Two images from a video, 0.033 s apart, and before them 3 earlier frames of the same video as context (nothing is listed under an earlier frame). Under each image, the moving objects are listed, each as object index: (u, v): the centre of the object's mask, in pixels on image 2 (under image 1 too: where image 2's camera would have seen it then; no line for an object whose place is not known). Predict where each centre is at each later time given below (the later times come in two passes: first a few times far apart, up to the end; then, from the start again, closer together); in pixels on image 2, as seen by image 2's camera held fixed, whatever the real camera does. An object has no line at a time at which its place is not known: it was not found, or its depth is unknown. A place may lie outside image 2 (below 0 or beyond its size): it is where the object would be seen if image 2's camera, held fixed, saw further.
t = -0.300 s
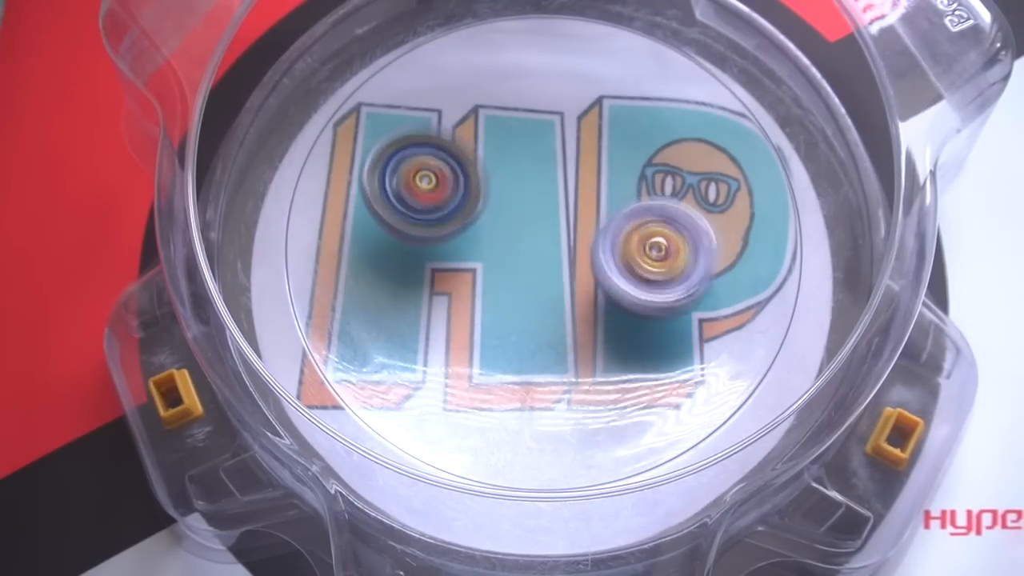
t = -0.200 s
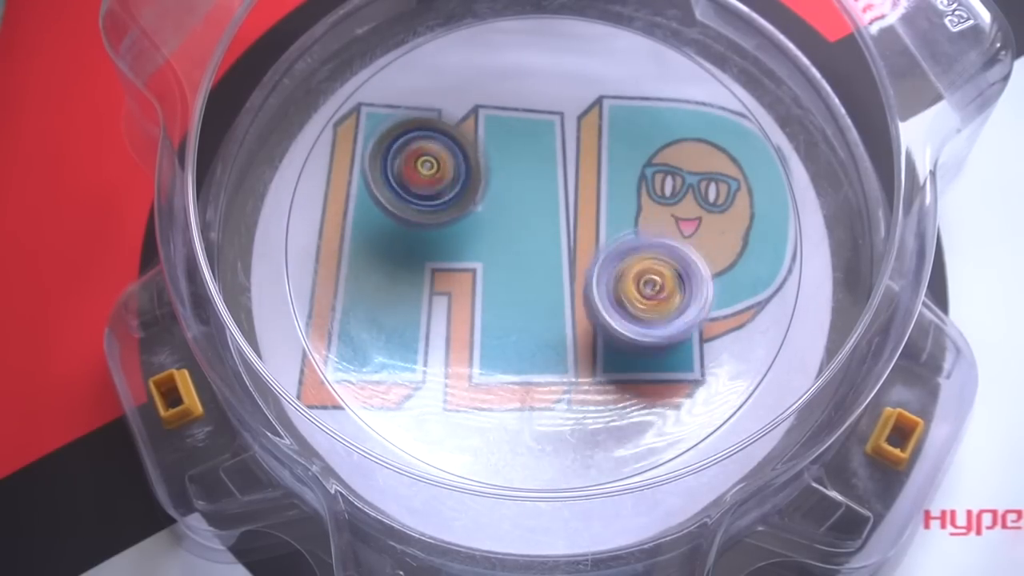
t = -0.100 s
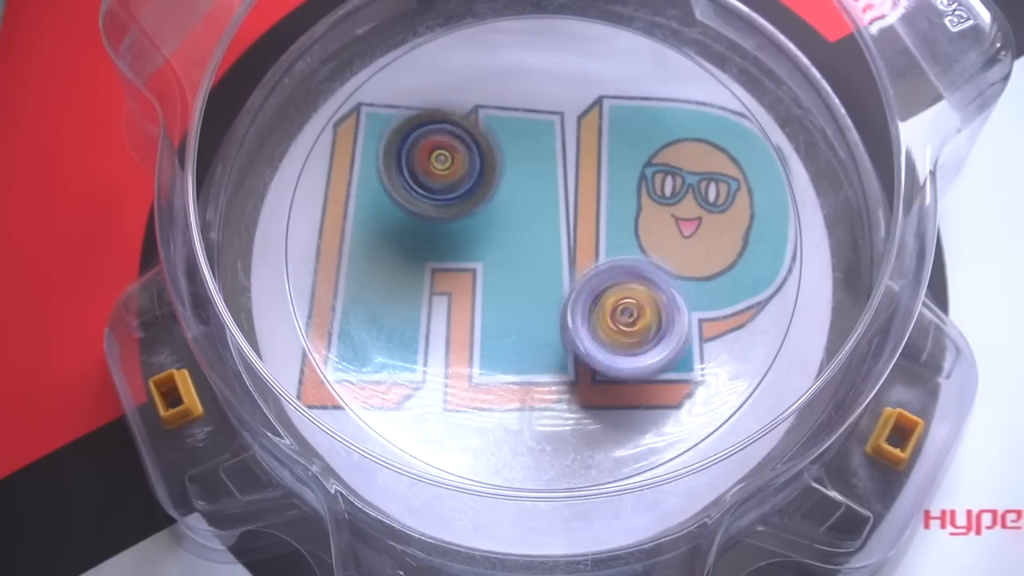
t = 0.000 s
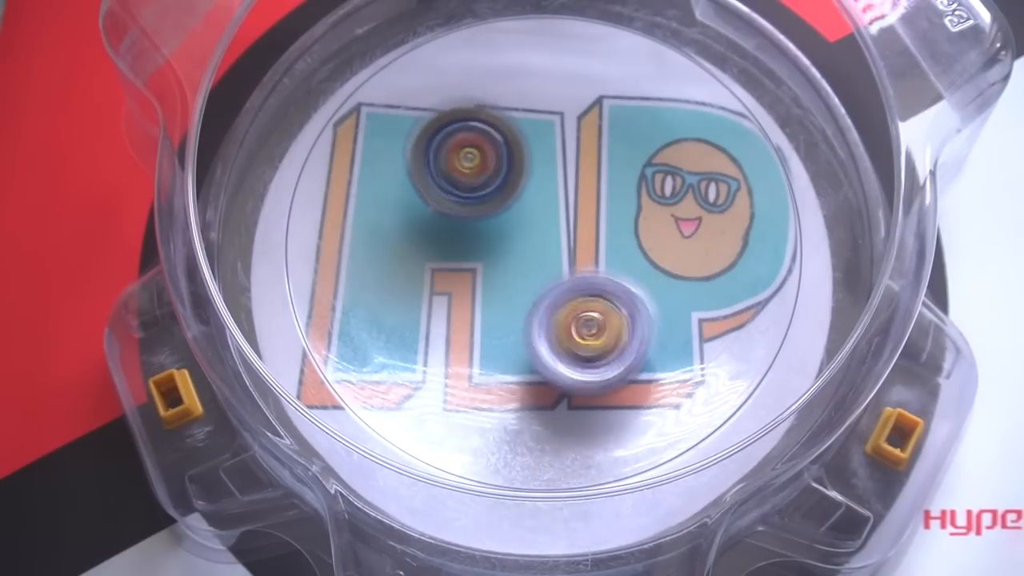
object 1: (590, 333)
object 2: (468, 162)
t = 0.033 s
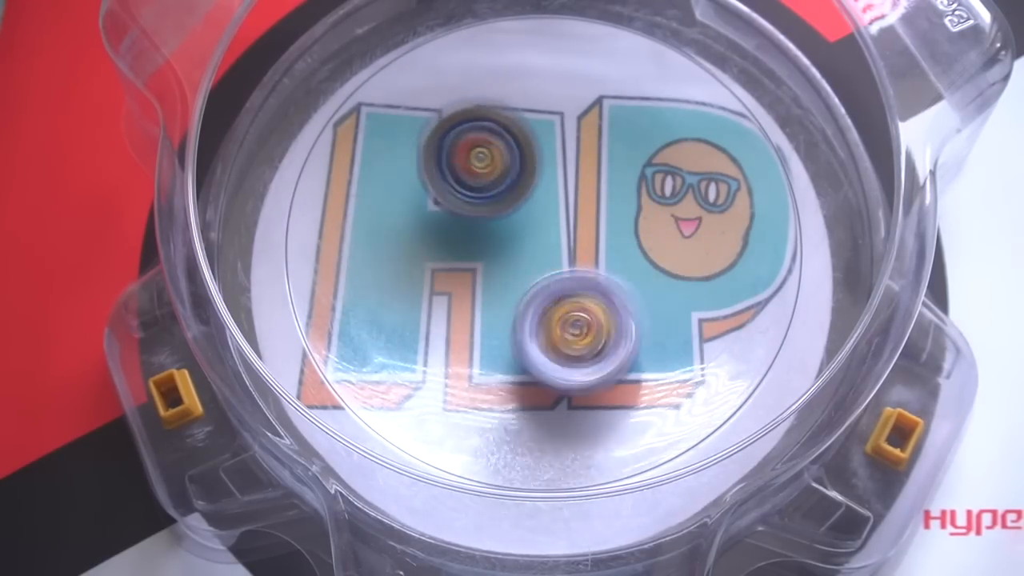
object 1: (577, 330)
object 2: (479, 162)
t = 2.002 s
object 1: (589, 205)
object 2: (442, 209)
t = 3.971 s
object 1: (441, 191)
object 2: (595, 289)
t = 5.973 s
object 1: (486, 143)
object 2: (532, 275)
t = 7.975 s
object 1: (562, 182)
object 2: (478, 241)
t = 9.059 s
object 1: (585, 206)
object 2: (480, 243)
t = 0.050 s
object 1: (570, 333)
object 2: (484, 162)
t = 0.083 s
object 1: (557, 329)
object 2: (496, 161)
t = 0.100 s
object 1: (550, 327)
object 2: (500, 161)
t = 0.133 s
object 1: (538, 323)
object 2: (511, 162)
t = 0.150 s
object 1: (530, 317)
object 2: (518, 162)
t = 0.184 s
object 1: (519, 312)
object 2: (529, 162)
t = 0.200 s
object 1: (515, 307)
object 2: (534, 163)
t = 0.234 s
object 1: (503, 300)
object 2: (545, 165)
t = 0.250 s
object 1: (500, 295)
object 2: (551, 166)
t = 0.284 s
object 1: (491, 286)
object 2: (562, 169)
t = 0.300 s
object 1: (489, 284)
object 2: (567, 171)
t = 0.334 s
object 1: (481, 273)
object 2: (578, 174)
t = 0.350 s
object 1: (476, 269)
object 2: (584, 176)
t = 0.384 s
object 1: (469, 258)
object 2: (592, 180)
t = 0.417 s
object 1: (465, 248)
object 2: (601, 184)
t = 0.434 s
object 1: (460, 242)
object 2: (605, 186)
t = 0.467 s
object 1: (457, 233)
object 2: (614, 191)
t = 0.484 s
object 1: (454, 224)
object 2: (619, 193)
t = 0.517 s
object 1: (451, 215)
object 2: (626, 198)
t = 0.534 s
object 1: (451, 208)
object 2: (630, 201)
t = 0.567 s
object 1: (450, 197)
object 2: (636, 207)
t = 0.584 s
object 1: (453, 194)
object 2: (640, 210)
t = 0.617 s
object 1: (452, 182)
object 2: (644, 216)
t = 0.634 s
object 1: (453, 179)
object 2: (646, 219)
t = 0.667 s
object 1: (458, 169)
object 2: (649, 226)
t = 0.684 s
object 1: (459, 163)
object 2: (650, 230)
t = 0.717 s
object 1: (464, 157)
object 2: (651, 237)
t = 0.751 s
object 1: (475, 150)
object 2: (650, 243)
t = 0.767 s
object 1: (478, 145)
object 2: (649, 247)
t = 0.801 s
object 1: (487, 142)
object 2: (646, 254)
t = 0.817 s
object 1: (494, 140)
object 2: (643, 258)
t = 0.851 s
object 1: (504, 139)
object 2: (639, 264)
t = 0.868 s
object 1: (511, 140)
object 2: (637, 266)
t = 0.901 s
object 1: (522, 142)
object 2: (630, 273)
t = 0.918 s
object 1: (527, 144)
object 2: (625, 276)
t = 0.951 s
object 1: (539, 148)
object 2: (617, 281)
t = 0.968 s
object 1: (542, 149)
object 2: (612, 283)
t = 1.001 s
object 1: (553, 157)
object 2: (604, 288)
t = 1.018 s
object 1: (558, 159)
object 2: (600, 288)
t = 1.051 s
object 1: (567, 165)
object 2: (592, 292)
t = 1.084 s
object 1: (575, 175)
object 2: (583, 294)
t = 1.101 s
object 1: (579, 176)
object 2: (577, 299)
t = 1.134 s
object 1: (586, 167)
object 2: (565, 313)
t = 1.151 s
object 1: (592, 166)
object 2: (559, 318)
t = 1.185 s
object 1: (595, 162)
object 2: (550, 324)
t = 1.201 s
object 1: (597, 161)
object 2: (546, 326)
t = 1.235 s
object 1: (606, 160)
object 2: (538, 330)
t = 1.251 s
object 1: (608, 157)
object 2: (533, 332)
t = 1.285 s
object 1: (615, 158)
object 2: (525, 334)
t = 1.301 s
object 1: (619, 159)
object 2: (521, 336)
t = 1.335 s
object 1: (624, 162)
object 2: (512, 336)
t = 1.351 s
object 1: (627, 167)
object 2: (507, 336)
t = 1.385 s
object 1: (629, 171)
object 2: (501, 334)
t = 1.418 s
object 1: (629, 178)
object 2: (492, 331)
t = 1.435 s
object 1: (628, 184)
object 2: (489, 329)
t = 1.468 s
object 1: (624, 193)
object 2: (482, 323)
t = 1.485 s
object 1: (619, 196)
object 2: (479, 320)
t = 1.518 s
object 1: (610, 206)
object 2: (471, 311)
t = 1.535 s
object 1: (606, 209)
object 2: (470, 307)
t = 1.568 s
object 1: (597, 216)
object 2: (465, 299)
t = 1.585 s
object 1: (593, 221)
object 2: (464, 295)
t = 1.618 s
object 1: (583, 225)
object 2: (460, 286)
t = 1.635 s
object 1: (577, 228)
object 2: (459, 281)
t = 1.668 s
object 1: (583, 221)
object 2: (443, 280)
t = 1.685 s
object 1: (587, 218)
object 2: (437, 278)
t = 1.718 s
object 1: (590, 215)
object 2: (431, 272)
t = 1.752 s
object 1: (593, 213)
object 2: (427, 266)
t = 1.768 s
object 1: (594, 215)
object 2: (425, 262)
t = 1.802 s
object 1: (596, 212)
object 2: (423, 255)
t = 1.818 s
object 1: (596, 209)
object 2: (422, 251)
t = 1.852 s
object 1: (596, 205)
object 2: (423, 243)
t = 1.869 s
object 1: (598, 207)
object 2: (424, 239)
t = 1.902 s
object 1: (596, 205)
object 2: (426, 232)
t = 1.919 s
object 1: (593, 203)
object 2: (428, 228)
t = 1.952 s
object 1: (592, 205)
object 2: (432, 220)
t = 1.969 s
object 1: (593, 205)
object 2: (436, 216)
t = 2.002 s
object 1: (589, 205)
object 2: (442, 209)
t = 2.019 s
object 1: (585, 207)
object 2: (446, 206)
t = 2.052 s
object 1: (582, 206)
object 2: (450, 200)
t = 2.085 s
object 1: (589, 206)
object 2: (442, 192)
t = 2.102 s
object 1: (592, 205)
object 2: (440, 189)
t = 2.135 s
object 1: (593, 205)
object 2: (439, 182)
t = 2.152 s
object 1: (591, 206)
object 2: (439, 179)
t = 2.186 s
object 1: (591, 208)
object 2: (439, 173)
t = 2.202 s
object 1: (591, 209)
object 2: (440, 171)
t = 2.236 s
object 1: (590, 211)
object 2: (444, 167)
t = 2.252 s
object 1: (586, 212)
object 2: (445, 165)
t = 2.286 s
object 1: (582, 215)
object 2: (452, 162)
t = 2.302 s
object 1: (582, 216)
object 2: (455, 160)
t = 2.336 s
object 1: (579, 218)
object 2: (461, 157)
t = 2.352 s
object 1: (575, 220)
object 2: (463, 155)
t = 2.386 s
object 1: (577, 228)
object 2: (468, 149)
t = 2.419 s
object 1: (576, 236)
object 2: (471, 145)
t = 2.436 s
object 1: (579, 241)
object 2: (475, 143)
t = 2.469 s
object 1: (578, 247)
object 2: (481, 141)
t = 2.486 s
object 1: (574, 250)
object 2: (485, 141)
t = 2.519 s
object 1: (572, 257)
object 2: (493, 139)
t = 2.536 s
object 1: (573, 261)
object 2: (496, 139)
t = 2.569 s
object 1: (566, 268)
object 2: (503, 140)
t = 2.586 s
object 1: (561, 269)
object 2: (507, 142)
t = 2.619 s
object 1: (554, 273)
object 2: (515, 143)
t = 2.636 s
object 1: (553, 276)
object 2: (518, 145)
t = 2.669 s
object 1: (547, 277)
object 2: (528, 148)
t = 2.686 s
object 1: (540, 277)
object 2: (531, 150)
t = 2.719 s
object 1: (534, 279)
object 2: (539, 152)
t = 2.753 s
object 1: (526, 282)
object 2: (548, 154)
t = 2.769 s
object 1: (525, 285)
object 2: (552, 154)
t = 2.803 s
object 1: (519, 284)
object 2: (560, 157)
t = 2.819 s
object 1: (512, 283)
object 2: (564, 158)
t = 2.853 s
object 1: (506, 282)
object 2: (570, 161)
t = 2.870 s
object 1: (506, 281)
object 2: (574, 163)
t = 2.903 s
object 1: (499, 279)
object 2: (581, 169)
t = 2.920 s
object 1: (495, 275)
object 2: (584, 171)
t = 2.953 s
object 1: (491, 269)
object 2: (589, 178)
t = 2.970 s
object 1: (492, 268)
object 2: (592, 181)
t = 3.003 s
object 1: (488, 262)
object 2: (596, 187)
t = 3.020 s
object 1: (479, 260)
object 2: (605, 187)
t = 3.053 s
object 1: (467, 258)
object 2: (617, 190)
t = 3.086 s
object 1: (459, 254)
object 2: (624, 196)
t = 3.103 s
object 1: (455, 254)
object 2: (627, 196)
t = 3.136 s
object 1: (450, 250)
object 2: (633, 199)
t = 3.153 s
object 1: (448, 245)
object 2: (635, 203)
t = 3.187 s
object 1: (445, 241)
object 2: (640, 208)
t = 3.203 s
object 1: (443, 238)
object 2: (642, 211)
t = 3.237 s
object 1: (442, 232)
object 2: (643, 218)
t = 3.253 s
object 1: (446, 231)
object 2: (644, 220)
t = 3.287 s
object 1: (450, 225)
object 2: (643, 228)
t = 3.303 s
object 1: (450, 221)
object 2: (642, 232)
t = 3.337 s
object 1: (457, 216)
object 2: (639, 239)
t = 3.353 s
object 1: (463, 214)
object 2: (637, 242)
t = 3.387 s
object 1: (470, 211)
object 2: (633, 248)
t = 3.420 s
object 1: (480, 207)
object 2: (627, 253)
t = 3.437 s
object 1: (486, 205)
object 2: (624, 255)
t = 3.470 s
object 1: (494, 204)
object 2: (616, 259)
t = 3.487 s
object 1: (496, 203)
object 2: (612, 263)
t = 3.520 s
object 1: (477, 194)
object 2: (631, 275)
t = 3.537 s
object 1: (472, 187)
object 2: (641, 281)
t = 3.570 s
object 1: (452, 176)
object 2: (651, 289)
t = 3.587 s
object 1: (447, 171)
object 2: (653, 293)
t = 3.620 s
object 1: (436, 165)
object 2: (655, 296)
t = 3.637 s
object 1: (432, 163)
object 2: (656, 297)
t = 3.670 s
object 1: (430, 163)
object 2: (656, 303)
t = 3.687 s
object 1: (426, 163)
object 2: (656, 303)
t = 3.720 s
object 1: (426, 160)
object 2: (653, 304)
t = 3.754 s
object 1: (426, 161)
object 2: (647, 308)
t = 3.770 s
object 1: (424, 159)
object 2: (644, 308)
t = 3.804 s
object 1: (424, 165)
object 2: (636, 307)
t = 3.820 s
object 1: (420, 165)
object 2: (632, 305)
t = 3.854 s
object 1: (423, 170)
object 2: (624, 304)
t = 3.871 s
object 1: (422, 173)
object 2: (620, 301)
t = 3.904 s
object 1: (427, 179)
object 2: (611, 298)
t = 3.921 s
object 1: (430, 185)
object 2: (607, 297)
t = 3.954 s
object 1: (436, 187)
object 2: (599, 291)
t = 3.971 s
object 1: (441, 191)
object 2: (595, 289)
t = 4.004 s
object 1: (447, 193)
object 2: (586, 284)
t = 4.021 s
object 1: (451, 194)
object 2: (584, 280)
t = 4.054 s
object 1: (457, 196)
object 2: (575, 275)
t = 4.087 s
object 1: (460, 196)
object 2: (568, 267)
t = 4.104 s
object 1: (464, 194)
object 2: (568, 266)
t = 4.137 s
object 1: (463, 189)
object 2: (568, 266)
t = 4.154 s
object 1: (465, 185)
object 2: (568, 266)
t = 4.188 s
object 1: (466, 180)
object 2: (570, 262)
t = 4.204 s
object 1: (469, 177)
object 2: (571, 259)
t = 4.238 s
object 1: (472, 174)
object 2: (573, 255)
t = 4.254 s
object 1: (474, 170)
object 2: (572, 252)
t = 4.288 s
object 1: (478, 166)
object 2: (573, 248)
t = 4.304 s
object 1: (478, 163)
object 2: (573, 245)
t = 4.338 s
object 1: (483, 157)
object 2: (572, 239)
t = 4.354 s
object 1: (480, 153)
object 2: (573, 239)
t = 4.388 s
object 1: (479, 145)
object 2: (574, 240)
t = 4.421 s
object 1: (477, 143)
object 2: (577, 239)
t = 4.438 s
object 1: (477, 139)
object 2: (578, 240)
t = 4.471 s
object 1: (478, 138)
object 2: (576, 239)
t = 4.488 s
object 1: (477, 135)
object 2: (577, 238)
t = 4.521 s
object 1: (476, 133)
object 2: (578, 239)
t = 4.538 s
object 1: (475, 130)
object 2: (577, 238)
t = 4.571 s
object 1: (472, 131)
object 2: (578, 237)
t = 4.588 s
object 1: (471, 131)
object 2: (578, 238)
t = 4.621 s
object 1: (466, 132)
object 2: (576, 236)
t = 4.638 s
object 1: (466, 134)
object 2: (577, 236)
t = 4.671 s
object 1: (463, 137)
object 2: (575, 237)
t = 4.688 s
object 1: (464, 141)
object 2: (574, 235)
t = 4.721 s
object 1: (468, 144)
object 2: (574, 235)
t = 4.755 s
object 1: (470, 153)
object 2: (570, 234)
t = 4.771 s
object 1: (471, 155)
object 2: (571, 235)
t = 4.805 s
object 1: (463, 158)
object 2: (575, 238)
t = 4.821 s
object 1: (464, 157)
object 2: (573, 238)
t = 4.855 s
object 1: (461, 161)
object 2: (575, 237)
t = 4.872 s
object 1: (462, 163)
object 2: (576, 238)
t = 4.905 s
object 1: (460, 169)
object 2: (573, 239)
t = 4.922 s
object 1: (460, 169)
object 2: (573, 239)
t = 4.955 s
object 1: (455, 176)
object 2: (575, 241)
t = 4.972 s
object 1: (455, 177)
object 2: (572, 241)
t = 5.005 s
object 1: (456, 181)
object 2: (574, 241)
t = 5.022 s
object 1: (451, 178)
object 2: (580, 244)
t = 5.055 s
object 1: (439, 178)
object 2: (586, 250)
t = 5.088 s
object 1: (431, 177)
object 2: (590, 254)
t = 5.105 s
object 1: (432, 179)
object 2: (591, 256)
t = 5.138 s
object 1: (427, 181)
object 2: (592, 258)
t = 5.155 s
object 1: (430, 185)
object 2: (593, 258)
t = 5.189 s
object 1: (431, 186)
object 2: (594, 261)
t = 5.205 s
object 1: (435, 190)
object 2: (592, 261)
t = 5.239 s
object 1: (438, 189)
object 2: (591, 261)
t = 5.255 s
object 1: (440, 191)
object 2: (592, 261)
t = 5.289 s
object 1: (445, 191)
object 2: (588, 261)
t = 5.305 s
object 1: (447, 192)
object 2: (587, 261)
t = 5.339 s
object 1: (456, 193)
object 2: (584, 262)
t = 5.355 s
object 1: (458, 194)
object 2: (583, 261)
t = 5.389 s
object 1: (470, 196)
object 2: (576, 259)
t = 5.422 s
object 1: (477, 191)
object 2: (574, 264)
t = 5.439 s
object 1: (483, 185)
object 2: (574, 267)
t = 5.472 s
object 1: (488, 179)
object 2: (570, 271)
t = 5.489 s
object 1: (492, 175)
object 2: (569, 271)
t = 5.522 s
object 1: (494, 172)
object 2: (568, 275)
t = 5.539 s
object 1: (497, 170)
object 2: (567, 277)
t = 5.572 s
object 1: (498, 166)
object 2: (565, 280)
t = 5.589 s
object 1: (502, 165)
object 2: (563, 280)
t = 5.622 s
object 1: (501, 160)
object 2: (560, 282)
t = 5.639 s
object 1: (504, 159)
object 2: (556, 283)
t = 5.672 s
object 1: (504, 156)
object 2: (552, 283)
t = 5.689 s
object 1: (504, 157)
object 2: (551, 284)
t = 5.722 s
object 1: (504, 153)
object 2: (547, 282)
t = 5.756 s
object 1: (505, 150)
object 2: (541, 280)
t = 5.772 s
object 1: (504, 149)
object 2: (541, 278)
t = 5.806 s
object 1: (500, 145)
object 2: (538, 275)
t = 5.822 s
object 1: (498, 146)
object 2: (536, 273)
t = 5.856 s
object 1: (495, 146)
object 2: (534, 269)
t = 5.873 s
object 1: (492, 149)
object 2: (534, 268)
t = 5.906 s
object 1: (492, 146)
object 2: (534, 274)
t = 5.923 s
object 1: (489, 144)
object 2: (531, 274)
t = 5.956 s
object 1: (488, 144)
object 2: (531, 274)
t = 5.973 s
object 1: (486, 143)
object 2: (532, 275)
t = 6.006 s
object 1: (487, 148)
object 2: (534, 275)
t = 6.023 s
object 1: (488, 150)
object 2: (536, 275)
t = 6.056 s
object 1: (493, 152)
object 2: (541, 276)
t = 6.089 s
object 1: (499, 155)
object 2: (539, 275)
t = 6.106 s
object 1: (502, 156)
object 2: (538, 274)
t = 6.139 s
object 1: (504, 155)
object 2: (543, 272)
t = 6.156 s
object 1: (507, 155)
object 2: (544, 275)
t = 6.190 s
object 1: (510, 156)
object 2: (543, 277)
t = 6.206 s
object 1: (508, 158)
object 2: (541, 273)
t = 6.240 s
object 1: (513, 159)
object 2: (543, 272)
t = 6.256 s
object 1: (514, 161)
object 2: (545, 272)
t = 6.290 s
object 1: (517, 160)
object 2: (547, 271)
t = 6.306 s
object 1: (520, 161)
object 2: (548, 271)
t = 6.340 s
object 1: (521, 160)
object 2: (551, 271)
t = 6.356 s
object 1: (524, 160)
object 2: (550, 273)
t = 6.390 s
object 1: (523, 161)
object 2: (548, 273)
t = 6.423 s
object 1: (523, 156)
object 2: (548, 275)
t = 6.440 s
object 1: (523, 150)
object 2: (548, 282)
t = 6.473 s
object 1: (525, 141)
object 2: (544, 288)
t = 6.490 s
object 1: (526, 135)
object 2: (542, 291)
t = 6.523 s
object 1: (525, 130)
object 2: (542, 290)
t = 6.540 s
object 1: (526, 127)
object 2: (543, 290)
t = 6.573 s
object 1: (524, 123)
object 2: (546, 292)
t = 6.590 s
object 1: (525, 125)
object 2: (545, 294)
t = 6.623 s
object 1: (525, 122)
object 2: (541, 300)
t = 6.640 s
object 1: (524, 123)
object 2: (538, 299)
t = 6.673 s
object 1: (524, 130)
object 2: (529, 296)
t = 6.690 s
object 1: (524, 130)
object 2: (526, 296)
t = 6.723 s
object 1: (523, 132)
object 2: (526, 291)
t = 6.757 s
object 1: (521, 140)
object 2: (528, 289)
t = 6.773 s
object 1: (523, 140)
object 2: (529, 287)
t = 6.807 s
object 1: (520, 149)
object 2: (530, 287)
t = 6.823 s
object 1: (517, 157)
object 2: (529, 285)
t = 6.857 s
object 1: (520, 164)
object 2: (527, 280)
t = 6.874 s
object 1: (516, 164)
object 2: (525, 288)
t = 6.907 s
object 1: (515, 165)
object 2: (522, 298)
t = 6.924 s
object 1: (514, 163)
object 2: (519, 298)
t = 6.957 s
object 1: (515, 163)
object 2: (516, 299)
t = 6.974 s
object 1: (516, 163)
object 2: (517, 299)
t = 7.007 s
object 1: (523, 168)
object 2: (522, 294)
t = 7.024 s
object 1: (525, 170)
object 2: (526, 294)
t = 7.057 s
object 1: (525, 172)
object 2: (531, 295)
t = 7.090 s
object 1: (531, 176)
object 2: (534, 299)
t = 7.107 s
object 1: (534, 177)
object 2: (534, 301)
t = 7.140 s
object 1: (537, 177)
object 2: (533, 303)
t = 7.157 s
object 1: (537, 179)
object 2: (532, 301)
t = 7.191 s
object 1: (542, 179)
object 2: (530, 297)
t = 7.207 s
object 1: (545, 179)
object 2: (532, 293)
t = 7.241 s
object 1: (544, 176)
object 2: (536, 290)
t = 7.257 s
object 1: (545, 174)
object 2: (537, 288)
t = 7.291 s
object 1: (549, 171)
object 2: (542, 286)
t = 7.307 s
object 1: (550, 171)
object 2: (544, 285)
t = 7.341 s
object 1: (549, 169)
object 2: (549, 286)
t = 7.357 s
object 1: (548, 167)
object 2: (550, 287)
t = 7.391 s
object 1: (549, 165)
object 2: (548, 291)
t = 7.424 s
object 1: (548, 168)
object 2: (544, 291)
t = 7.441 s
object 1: (548, 171)
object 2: (545, 287)
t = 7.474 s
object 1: (549, 165)
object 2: (542, 291)
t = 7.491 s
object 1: (549, 154)
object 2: (544, 296)
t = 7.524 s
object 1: (549, 143)
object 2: (538, 301)
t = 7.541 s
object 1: (548, 137)
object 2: (534, 301)
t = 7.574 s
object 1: (544, 135)
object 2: (532, 298)
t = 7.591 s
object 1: (543, 137)
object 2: (531, 296)
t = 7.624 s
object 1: (545, 142)
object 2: (529, 294)
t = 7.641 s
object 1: (548, 143)
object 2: (528, 293)
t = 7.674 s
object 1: (548, 150)
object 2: (527, 291)
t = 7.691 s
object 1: (551, 151)
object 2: (526, 289)
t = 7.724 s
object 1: (554, 151)
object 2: (524, 287)
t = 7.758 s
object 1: (552, 153)
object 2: (522, 283)
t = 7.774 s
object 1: (550, 154)
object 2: (519, 281)
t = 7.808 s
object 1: (546, 158)
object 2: (516, 274)
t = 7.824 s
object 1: (547, 160)
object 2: (514, 273)
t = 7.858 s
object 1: (548, 164)
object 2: (507, 265)
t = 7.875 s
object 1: (550, 166)
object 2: (504, 261)
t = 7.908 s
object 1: (554, 170)
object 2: (498, 253)
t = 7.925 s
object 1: (554, 173)
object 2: (495, 250)
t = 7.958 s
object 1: (558, 179)
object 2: (483, 244)
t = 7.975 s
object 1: (562, 182)
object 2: (478, 241)
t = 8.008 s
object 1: (569, 185)
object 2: (467, 238)
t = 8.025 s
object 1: (574, 186)
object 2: (462, 238)
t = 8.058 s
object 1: (583, 185)
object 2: (453, 240)
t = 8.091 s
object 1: (585, 186)
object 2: (447, 244)
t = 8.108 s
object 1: (587, 187)
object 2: (444, 245)
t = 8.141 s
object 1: (592, 188)
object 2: (441, 248)
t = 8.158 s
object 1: (595, 188)
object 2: (440, 249)
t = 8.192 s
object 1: (599, 187)
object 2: (439, 251)
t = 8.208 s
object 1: (601, 186)
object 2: (439, 251)
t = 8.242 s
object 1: (601, 185)
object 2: (439, 250)
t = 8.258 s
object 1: (599, 186)
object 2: (439, 250)
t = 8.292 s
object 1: (598, 189)
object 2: (441, 247)
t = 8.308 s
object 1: (599, 189)
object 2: (443, 246)
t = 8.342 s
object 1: (599, 191)
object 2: (447, 243)
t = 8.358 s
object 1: (599, 191)
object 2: (450, 241)
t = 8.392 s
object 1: (599, 193)
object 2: (457, 239)
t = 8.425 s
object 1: (596, 197)
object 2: (466, 237)
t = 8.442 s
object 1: (594, 198)
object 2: (471, 237)
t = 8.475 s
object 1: (590, 199)
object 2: (481, 239)
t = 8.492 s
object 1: (588, 200)
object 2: (486, 241)
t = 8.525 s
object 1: (586, 199)
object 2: (495, 247)
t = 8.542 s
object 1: (585, 199)
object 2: (498, 251)
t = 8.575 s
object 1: (586, 200)
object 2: (502, 260)
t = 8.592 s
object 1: (586, 201)
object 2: (503, 265)
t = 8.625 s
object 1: (586, 203)
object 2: (503, 272)
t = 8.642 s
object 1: (586, 204)
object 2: (503, 274)
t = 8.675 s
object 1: (586, 206)
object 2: (503, 277)
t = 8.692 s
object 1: (585, 206)
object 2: (502, 277)
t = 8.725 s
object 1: (585, 206)
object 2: (502, 277)
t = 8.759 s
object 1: (585, 206)
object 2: (503, 276)
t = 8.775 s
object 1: (585, 206)
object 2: (503, 274)
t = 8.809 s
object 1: (585, 206)
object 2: (502, 270)
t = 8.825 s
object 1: (585, 206)
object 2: (502, 267)
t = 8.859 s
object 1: (585, 206)
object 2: (500, 262)
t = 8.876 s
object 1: (585, 206)
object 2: (499, 260)
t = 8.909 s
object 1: (585, 206)
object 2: (496, 255)
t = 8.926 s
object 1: (585, 206)
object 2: (494, 253)
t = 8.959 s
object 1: (585, 206)
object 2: (490, 249)
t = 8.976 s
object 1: (585, 206)
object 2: (488, 248)
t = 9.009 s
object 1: (585, 206)
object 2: (484, 245)
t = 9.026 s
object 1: (585, 206)
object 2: (482, 244)
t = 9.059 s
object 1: (585, 206)
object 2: (480, 243)
